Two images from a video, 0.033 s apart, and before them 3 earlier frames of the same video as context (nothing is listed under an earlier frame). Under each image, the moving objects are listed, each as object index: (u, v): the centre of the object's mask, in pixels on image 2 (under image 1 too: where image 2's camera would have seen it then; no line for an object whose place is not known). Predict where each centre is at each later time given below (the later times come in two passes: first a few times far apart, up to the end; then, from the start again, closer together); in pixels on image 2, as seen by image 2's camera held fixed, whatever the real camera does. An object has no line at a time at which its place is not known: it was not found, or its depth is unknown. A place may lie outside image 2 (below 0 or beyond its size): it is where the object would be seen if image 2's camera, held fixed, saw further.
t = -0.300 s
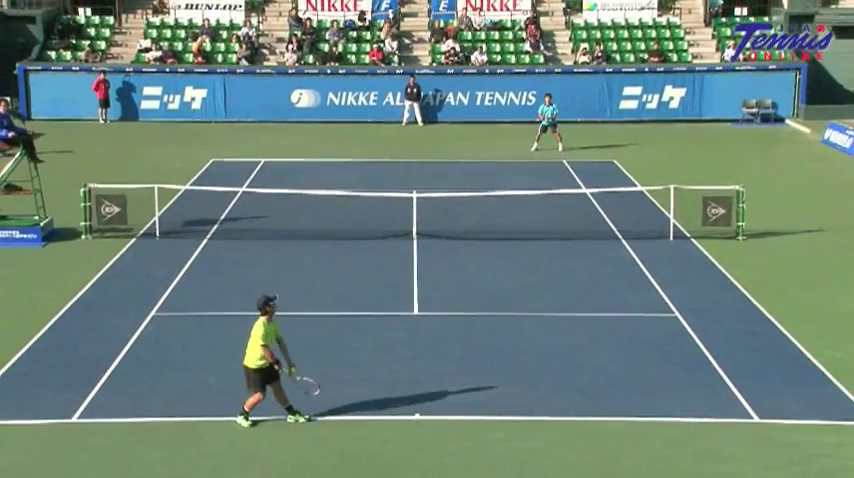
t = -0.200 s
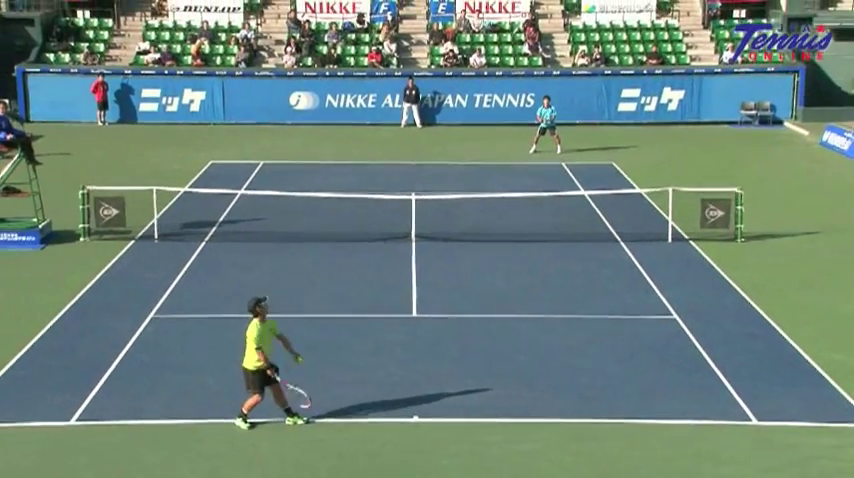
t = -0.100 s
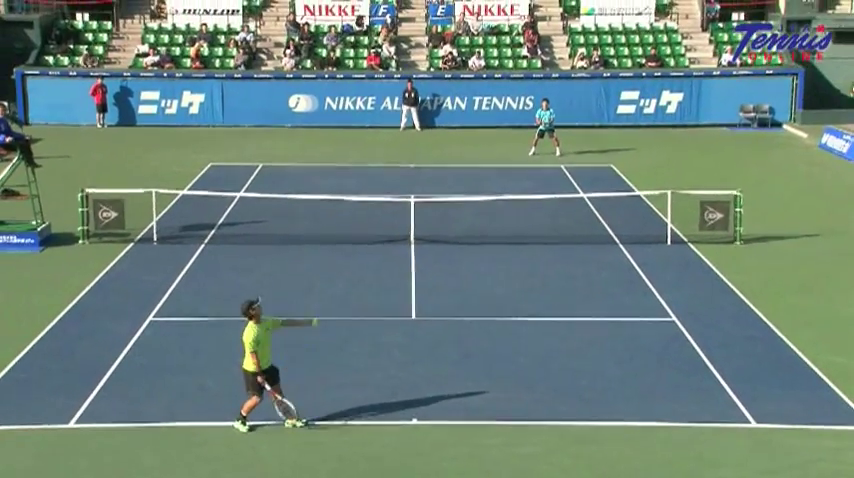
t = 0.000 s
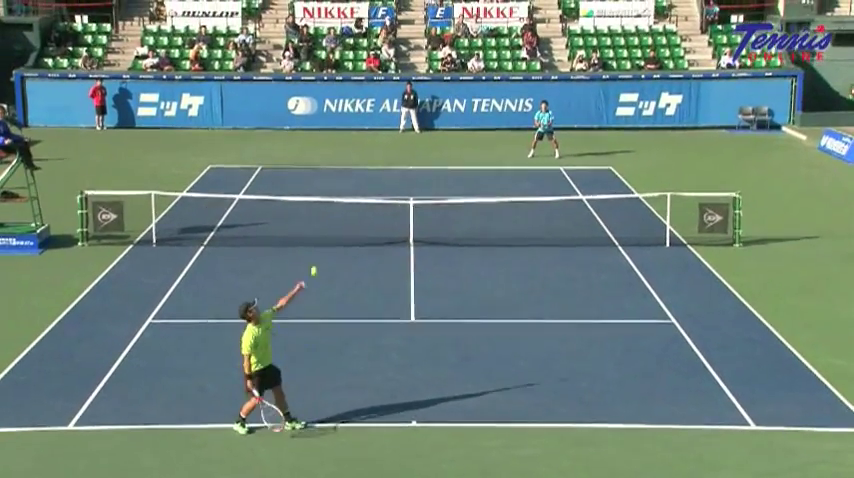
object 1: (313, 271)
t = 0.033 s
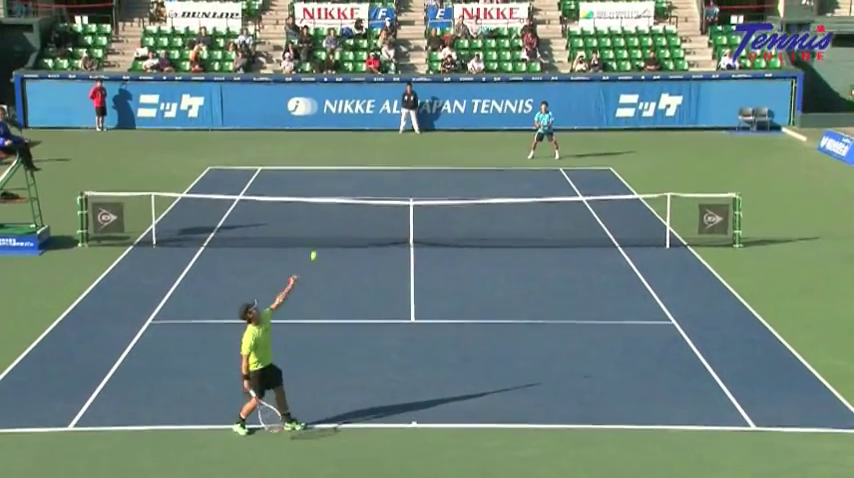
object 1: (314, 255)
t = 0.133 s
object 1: (312, 211)
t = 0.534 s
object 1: (310, 114)
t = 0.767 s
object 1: (310, 118)
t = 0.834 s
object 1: (310, 127)
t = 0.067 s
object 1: (313, 239)
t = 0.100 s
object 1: (312, 224)
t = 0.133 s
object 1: (312, 211)
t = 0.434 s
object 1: (310, 126)
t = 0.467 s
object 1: (310, 121)
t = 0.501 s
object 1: (310, 118)
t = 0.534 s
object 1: (310, 114)
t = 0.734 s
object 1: (310, 115)
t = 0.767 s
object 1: (310, 118)
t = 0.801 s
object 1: (310, 122)
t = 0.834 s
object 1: (310, 127)
